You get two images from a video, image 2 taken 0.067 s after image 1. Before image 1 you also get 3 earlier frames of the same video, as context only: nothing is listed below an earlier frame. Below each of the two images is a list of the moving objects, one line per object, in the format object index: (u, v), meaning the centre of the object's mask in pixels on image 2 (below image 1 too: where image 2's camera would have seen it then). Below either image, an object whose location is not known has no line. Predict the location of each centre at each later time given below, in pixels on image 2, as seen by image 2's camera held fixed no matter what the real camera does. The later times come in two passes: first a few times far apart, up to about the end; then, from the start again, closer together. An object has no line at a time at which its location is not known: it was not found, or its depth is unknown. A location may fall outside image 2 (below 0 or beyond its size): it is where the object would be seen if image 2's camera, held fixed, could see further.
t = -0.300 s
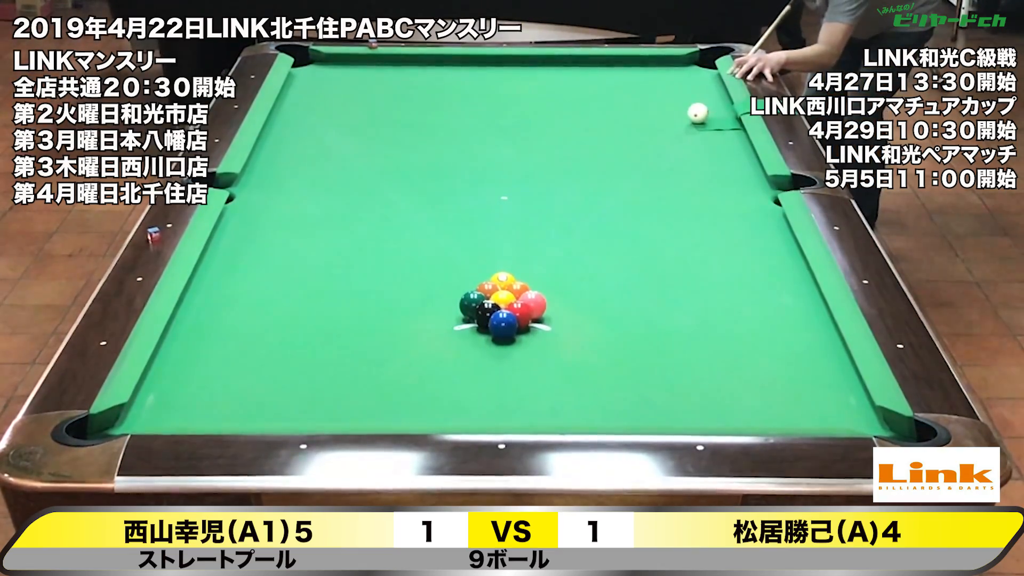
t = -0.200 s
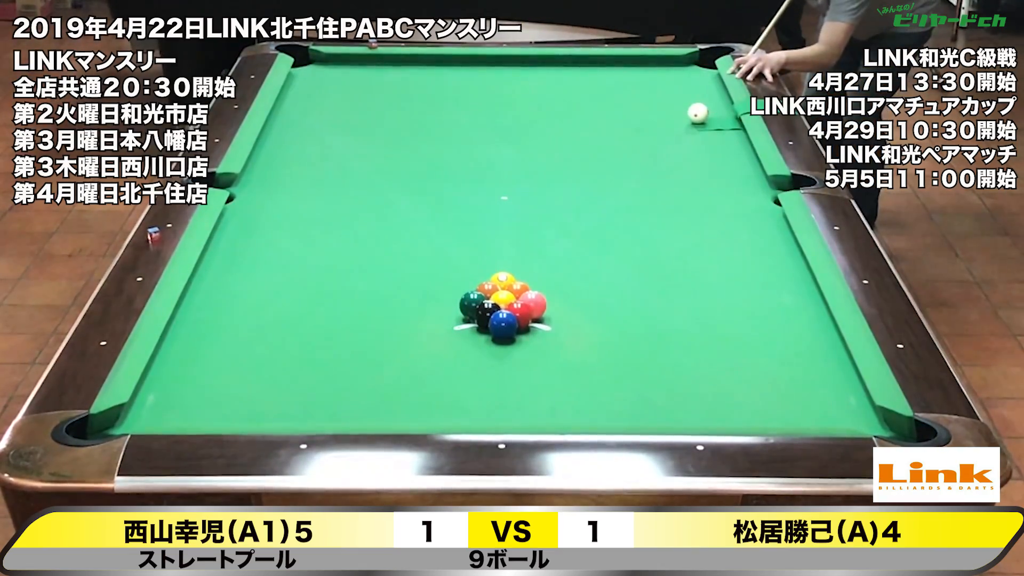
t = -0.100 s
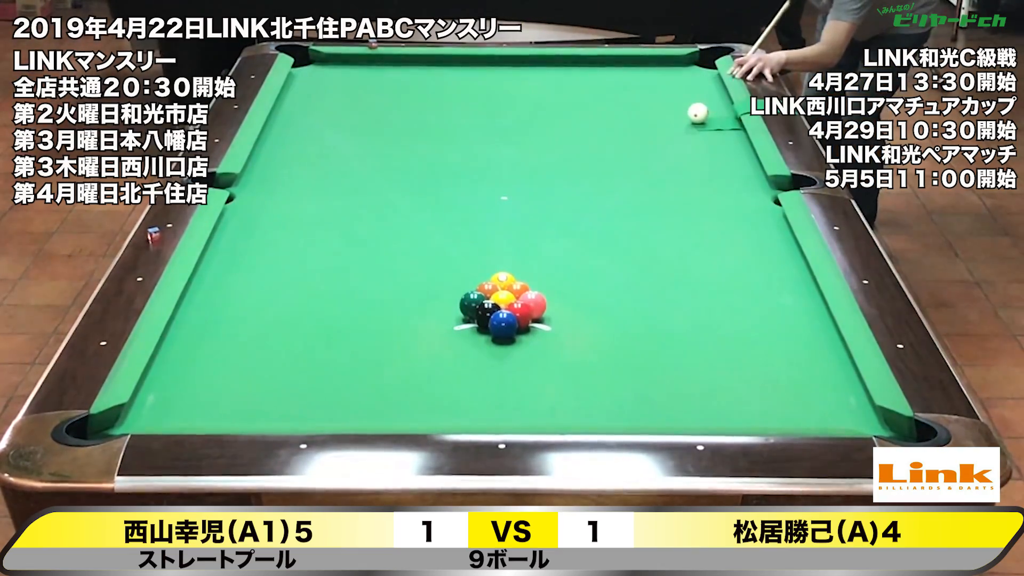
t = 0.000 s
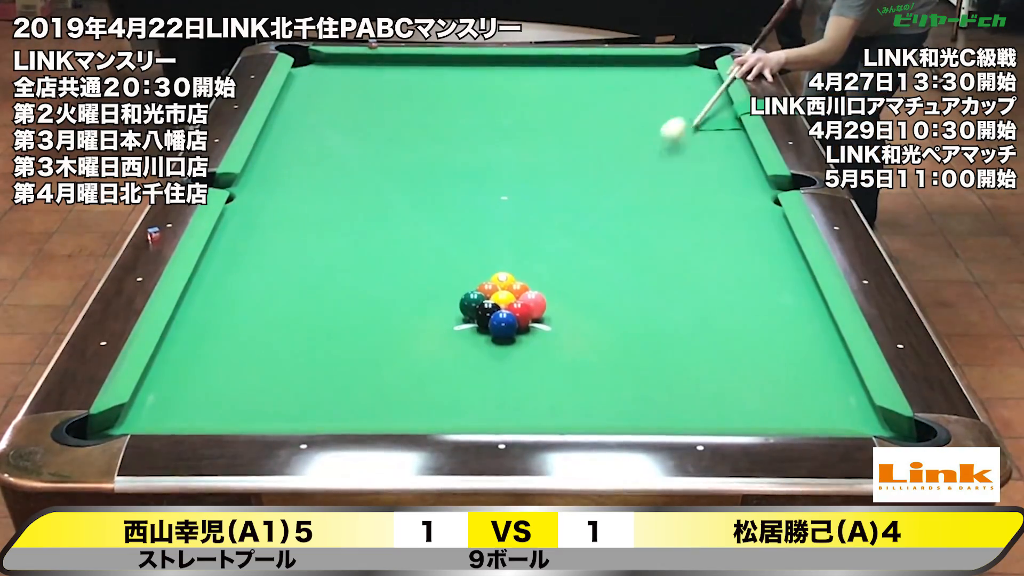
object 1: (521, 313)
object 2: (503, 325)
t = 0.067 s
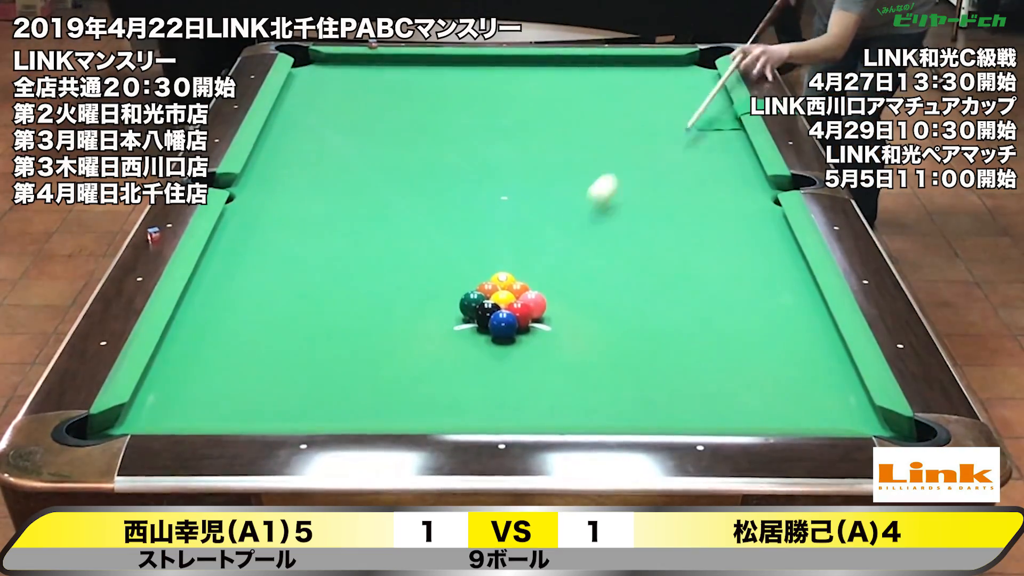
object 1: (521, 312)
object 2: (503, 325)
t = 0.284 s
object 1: (584, 353)
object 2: (567, 405)
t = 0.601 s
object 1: (715, 415)
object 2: (626, 344)
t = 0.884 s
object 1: (777, 379)
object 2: (661, 282)
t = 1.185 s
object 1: (829, 344)
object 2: (692, 228)
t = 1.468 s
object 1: (774, 315)
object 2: (717, 185)
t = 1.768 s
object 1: (722, 288)
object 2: (740, 147)
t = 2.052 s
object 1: (678, 266)
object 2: (715, 121)
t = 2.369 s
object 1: (635, 244)
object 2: (686, 96)
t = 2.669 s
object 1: (598, 226)
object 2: (662, 76)
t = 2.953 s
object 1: (567, 210)
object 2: (642, 61)
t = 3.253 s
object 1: (538, 195)
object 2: (619, 71)
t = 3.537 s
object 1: (513, 182)
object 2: (599, 82)
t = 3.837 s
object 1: (489, 171)
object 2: (576, 91)
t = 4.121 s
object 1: (468, 160)
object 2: (556, 101)
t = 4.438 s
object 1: (448, 150)
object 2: (533, 112)
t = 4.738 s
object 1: (430, 141)
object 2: (512, 122)
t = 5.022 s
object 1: (415, 134)
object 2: (492, 132)
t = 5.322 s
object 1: (401, 127)
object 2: (472, 141)
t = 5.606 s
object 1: (389, 121)
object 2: (454, 150)
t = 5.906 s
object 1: (378, 115)
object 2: (435, 159)
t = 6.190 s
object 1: (369, 111)
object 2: (418, 168)
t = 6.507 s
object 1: (360, 107)
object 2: (400, 176)
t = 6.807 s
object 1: (354, 103)
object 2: (384, 184)
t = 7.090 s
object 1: (348, 101)
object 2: (370, 191)
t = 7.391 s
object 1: (343, 98)
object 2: (356, 198)
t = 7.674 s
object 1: (340, 97)
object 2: (345, 204)
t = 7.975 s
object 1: (338, 96)
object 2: (334, 209)
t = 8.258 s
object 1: (338, 96)
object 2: (326, 214)
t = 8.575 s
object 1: (338, 96)
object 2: (317, 218)
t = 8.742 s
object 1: (338, 96)
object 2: (313, 219)
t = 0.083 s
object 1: (521, 312)
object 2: (503, 324)
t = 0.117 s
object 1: (521, 312)
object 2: (503, 325)
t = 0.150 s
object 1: (528, 317)
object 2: (509, 333)
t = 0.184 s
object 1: (542, 328)
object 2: (523, 351)
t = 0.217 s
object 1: (557, 337)
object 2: (537, 368)
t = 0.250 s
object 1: (571, 345)
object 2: (552, 388)
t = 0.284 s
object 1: (584, 353)
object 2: (567, 405)
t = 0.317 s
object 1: (598, 360)
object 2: (581, 415)
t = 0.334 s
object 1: (604, 364)
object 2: (585, 413)
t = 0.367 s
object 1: (618, 371)
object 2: (591, 407)
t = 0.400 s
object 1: (632, 380)
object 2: (596, 396)
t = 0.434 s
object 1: (646, 387)
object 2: (601, 388)
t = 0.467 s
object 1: (660, 395)
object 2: (607, 379)
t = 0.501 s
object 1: (675, 404)
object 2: (612, 370)
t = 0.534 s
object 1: (690, 410)
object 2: (617, 361)
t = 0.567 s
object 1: (705, 415)
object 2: (621, 352)
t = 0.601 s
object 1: (715, 415)
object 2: (626, 344)
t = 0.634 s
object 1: (723, 412)
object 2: (630, 336)
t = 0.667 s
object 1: (730, 409)
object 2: (635, 329)
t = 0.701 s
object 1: (737, 404)
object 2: (639, 321)
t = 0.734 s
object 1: (745, 400)
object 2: (644, 313)
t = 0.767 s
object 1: (752, 395)
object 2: (648, 306)
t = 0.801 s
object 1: (760, 391)
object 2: (652, 299)
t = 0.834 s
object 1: (766, 386)
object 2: (656, 292)
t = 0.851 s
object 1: (770, 384)
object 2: (658, 288)
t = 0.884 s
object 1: (777, 379)
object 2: (661, 282)
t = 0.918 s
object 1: (783, 376)
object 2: (665, 275)
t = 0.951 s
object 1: (790, 371)
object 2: (669, 269)
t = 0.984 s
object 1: (797, 367)
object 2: (672, 263)
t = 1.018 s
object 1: (803, 363)
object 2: (676, 257)
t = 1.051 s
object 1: (809, 359)
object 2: (679, 250)
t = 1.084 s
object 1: (815, 355)
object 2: (683, 245)
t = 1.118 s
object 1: (822, 351)
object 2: (686, 239)
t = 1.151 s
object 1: (828, 348)
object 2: (689, 233)
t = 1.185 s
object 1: (829, 344)
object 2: (692, 228)
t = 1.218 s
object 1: (822, 340)
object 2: (695, 222)
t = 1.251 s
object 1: (815, 337)
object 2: (699, 217)
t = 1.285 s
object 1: (809, 333)
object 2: (702, 212)
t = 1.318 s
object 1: (802, 330)
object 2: (705, 207)
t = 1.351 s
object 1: (796, 326)
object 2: (707, 202)
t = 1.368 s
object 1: (793, 325)
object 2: (709, 199)
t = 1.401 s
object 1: (786, 321)
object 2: (712, 194)
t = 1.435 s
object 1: (780, 319)
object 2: (714, 190)
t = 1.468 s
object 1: (774, 315)
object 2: (717, 185)
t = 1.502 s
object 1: (768, 312)
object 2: (720, 181)
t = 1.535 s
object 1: (762, 309)
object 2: (722, 176)
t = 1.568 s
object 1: (756, 306)
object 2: (725, 172)
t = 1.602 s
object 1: (750, 303)
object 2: (728, 168)
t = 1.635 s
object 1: (744, 300)
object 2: (730, 164)
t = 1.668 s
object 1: (738, 297)
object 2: (732, 159)
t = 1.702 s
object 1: (733, 294)
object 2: (735, 155)
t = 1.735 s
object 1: (727, 291)
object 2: (737, 151)
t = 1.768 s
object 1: (722, 288)
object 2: (740, 147)
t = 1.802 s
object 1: (716, 285)
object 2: (740, 144)
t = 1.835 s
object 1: (711, 283)
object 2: (736, 140)
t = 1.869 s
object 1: (706, 280)
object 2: (733, 137)
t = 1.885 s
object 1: (703, 279)
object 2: (731, 136)
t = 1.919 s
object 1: (698, 276)
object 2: (728, 133)
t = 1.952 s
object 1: (693, 274)
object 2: (724, 130)
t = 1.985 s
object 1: (688, 271)
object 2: (721, 127)
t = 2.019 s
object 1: (683, 269)
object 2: (717, 124)
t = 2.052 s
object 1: (678, 266)
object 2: (715, 121)
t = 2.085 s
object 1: (673, 264)
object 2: (711, 119)
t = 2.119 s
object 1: (669, 261)
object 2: (708, 116)
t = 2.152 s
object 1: (664, 258)
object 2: (705, 113)
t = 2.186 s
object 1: (659, 256)
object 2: (702, 110)
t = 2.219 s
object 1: (655, 254)
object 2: (699, 108)
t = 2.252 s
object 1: (650, 252)
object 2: (696, 105)
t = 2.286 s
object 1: (646, 250)
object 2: (693, 103)
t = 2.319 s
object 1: (641, 248)
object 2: (690, 100)
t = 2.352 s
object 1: (637, 245)
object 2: (687, 98)
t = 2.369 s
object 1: (635, 244)
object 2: (686, 96)
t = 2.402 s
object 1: (631, 242)
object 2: (683, 94)
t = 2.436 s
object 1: (627, 240)
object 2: (680, 92)
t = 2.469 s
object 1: (622, 238)
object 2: (677, 90)
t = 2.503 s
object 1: (618, 236)
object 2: (675, 87)
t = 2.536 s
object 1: (614, 234)
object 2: (672, 85)
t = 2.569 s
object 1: (610, 232)
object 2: (669, 83)
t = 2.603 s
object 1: (606, 230)
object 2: (666, 81)
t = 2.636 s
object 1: (602, 228)
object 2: (664, 78)
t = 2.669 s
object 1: (598, 226)
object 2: (662, 76)
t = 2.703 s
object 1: (595, 224)
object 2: (659, 73)
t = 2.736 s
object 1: (591, 222)
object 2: (657, 71)
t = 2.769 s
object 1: (587, 220)
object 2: (654, 69)
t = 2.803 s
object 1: (583, 218)
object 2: (652, 67)
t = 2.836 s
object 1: (580, 216)
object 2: (650, 65)
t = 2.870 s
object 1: (576, 214)
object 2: (648, 64)
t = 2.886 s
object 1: (574, 214)
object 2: (646, 63)
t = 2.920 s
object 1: (571, 212)
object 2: (644, 61)
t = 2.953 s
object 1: (567, 210)
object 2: (642, 61)
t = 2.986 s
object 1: (564, 208)
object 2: (639, 62)
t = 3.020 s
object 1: (560, 206)
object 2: (636, 63)
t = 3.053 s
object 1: (557, 205)
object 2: (634, 64)
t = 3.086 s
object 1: (554, 203)
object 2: (632, 65)
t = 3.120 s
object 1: (551, 201)
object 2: (629, 66)
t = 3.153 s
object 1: (547, 200)
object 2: (627, 67)
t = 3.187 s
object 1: (544, 199)
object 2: (625, 68)
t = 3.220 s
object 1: (541, 197)
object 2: (622, 69)
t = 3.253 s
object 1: (538, 195)
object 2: (619, 71)
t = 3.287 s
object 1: (535, 194)
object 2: (617, 72)
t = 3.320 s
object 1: (532, 192)
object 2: (614, 73)
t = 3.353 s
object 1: (529, 191)
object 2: (612, 74)
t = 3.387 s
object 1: (526, 189)
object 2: (610, 76)
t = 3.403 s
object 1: (525, 189)
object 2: (608, 76)
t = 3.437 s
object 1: (522, 187)
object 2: (606, 77)
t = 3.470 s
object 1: (519, 186)
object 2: (604, 79)
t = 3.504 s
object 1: (516, 184)
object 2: (601, 80)
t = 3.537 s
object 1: (513, 182)
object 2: (599, 82)
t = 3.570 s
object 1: (510, 182)
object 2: (596, 83)
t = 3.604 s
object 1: (507, 180)
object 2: (594, 84)
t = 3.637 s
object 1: (504, 179)
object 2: (591, 85)
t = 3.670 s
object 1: (502, 177)
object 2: (589, 86)
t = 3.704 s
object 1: (499, 176)
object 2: (586, 87)
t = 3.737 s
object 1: (497, 175)
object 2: (584, 88)
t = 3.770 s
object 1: (494, 173)
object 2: (581, 89)
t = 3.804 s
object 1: (492, 172)
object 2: (579, 90)
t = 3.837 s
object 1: (489, 171)
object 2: (576, 91)
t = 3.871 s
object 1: (486, 169)
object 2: (574, 93)
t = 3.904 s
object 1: (484, 168)
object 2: (572, 94)
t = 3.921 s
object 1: (482, 168)
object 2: (570, 94)
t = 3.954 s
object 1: (480, 166)
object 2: (568, 96)
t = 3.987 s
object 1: (478, 165)
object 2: (565, 96)
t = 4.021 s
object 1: (475, 164)
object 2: (563, 98)
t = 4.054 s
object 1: (473, 163)
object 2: (560, 99)
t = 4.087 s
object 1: (471, 162)
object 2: (558, 100)
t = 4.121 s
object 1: (468, 160)
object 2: (556, 101)
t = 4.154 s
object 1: (466, 160)
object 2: (553, 102)
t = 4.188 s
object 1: (464, 158)
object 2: (551, 103)
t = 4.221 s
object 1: (461, 157)
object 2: (549, 104)
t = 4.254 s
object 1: (459, 156)
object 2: (546, 106)
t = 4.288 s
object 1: (457, 155)
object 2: (544, 107)
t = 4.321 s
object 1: (455, 154)
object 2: (541, 108)
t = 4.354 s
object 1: (453, 153)
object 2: (539, 109)
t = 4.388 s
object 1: (451, 152)
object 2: (537, 110)
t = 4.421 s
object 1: (448, 150)
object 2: (534, 111)
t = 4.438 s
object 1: (448, 150)
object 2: (533, 112)
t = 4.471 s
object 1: (445, 149)
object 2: (530, 113)
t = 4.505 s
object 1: (444, 148)
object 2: (528, 114)
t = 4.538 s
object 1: (441, 147)
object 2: (526, 115)
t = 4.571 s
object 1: (439, 146)
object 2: (524, 116)
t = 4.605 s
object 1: (438, 145)
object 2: (521, 118)
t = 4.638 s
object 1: (436, 144)
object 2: (519, 119)
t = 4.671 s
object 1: (434, 143)
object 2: (517, 120)
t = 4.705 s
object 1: (432, 142)
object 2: (514, 121)
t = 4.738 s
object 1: (430, 141)
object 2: (512, 122)
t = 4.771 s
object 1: (428, 140)
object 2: (510, 123)
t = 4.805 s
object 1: (426, 140)
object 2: (508, 124)
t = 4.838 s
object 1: (424, 139)
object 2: (505, 125)
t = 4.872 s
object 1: (423, 138)
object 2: (503, 127)
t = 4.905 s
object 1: (421, 137)
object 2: (500, 127)
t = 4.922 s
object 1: (420, 136)
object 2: (499, 128)
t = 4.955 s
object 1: (419, 136)
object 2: (497, 130)
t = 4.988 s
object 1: (417, 135)
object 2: (495, 131)
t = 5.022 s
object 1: (415, 134)
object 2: (492, 132)
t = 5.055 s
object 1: (414, 133)
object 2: (490, 133)
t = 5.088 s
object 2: (488, 134)
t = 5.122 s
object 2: (486, 135)
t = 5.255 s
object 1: (404, 128)
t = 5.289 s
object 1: (403, 127)
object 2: (471, 138)
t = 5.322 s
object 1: (401, 127)
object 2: (472, 141)
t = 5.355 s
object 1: (400, 126)
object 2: (470, 142)
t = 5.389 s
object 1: (398, 125)
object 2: (468, 143)
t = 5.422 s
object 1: (397, 124)
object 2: (466, 144)
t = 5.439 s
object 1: (396, 124)
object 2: (464, 145)
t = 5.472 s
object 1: (394, 124)
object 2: (462, 146)
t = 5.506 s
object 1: (393, 123)
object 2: (460, 147)
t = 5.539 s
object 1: (392, 122)
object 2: (458, 148)
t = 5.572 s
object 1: (390, 122)
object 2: (456, 149)
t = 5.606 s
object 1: (389, 121)
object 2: (454, 150)
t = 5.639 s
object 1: (388, 120)
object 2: (452, 151)
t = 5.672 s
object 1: (387, 119)
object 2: (450, 152)
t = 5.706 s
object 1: (385, 119)
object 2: (447, 153)
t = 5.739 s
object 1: (384, 118)
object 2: (445, 154)
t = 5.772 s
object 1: (383, 117)
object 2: (443, 155)
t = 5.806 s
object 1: (382, 117)
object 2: (441, 156)
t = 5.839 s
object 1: (380, 116)
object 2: (439, 157)
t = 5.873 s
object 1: (379, 116)
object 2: (437, 158)
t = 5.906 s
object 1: (378, 115)
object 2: (435, 159)
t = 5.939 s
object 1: (377, 115)
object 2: (433, 160)
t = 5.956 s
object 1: (376, 114)
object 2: (432, 161)
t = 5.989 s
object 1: (375, 114)
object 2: (430, 162)
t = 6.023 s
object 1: (374, 113)
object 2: (428, 163)
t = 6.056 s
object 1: (373, 113)
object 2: (426, 164)
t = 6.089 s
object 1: (372, 113)
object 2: (424, 165)
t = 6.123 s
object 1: (371, 112)
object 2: (422, 166)
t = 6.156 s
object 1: (370, 111)
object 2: (420, 167)
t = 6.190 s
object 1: (369, 111)
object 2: (418, 168)
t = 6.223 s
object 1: (368, 110)
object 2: (416, 169)
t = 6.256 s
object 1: (367, 110)
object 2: (414, 170)
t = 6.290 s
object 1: (366, 109)
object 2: (412, 171)
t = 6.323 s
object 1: (365, 109)
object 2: (410, 172)
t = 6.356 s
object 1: (364, 109)
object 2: (408, 173)
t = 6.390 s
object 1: (363, 108)
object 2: (406, 173)
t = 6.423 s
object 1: (362, 108)
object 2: (405, 174)
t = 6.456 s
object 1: (361, 107)
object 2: (403, 175)
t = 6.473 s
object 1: (361, 107)
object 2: (402, 175)
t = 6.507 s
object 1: (360, 107)
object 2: (400, 176)
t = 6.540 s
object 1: (359, 106)
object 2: (398, 177)
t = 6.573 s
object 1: (359, 106)
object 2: (396, 178)
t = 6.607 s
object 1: (358, 105)
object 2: (395, 179)
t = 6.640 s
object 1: (357, 105)
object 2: (393, 180)
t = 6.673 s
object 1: (356, 105)
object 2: (391, 181)
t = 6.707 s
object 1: (356, 104)
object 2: (389, 182)
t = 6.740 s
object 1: (355, 104)
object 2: (387, 182)
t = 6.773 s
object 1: (354, 103)
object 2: (386, 183)
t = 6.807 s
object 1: (354, 103)
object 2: (384, 184)
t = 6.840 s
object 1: (353, 103)
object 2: (382, 185)
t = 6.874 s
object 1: (352, 102)
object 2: (380, 186)
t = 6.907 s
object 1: (352, 102)
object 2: (379, 187)
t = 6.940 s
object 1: (351, 102)
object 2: (377, 187)
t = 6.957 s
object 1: (351, 102)
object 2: (376, 188)
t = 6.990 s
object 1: (350, 101)
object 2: (375, 188)
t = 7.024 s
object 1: (349, 101)
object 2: (373, 190)
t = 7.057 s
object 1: (349, 101)
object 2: (372, 190)
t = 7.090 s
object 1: (348, 101)
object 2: (370, 191)
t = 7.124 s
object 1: (347, 100)
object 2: (368, 192)
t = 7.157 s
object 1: (347, 100)
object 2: (367, 193)
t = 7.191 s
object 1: (346, 100)
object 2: (365, 193)
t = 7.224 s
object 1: (346, 100)
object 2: (364, 194)
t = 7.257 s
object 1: (345, 99)
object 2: (362, 195)
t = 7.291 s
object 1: (345, 99)
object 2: (361, 195)
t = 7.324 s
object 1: (344, 99)
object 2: (359, 196)
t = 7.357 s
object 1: (344, 99)
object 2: (358, 197)
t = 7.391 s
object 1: (343, 98)
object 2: (356, 198)
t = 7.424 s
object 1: (343, 98)
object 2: (355, 199)
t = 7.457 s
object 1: (342, 98)
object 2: (354, 199)
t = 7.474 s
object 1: (342, 98)
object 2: (353, 200)
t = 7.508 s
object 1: (342, 98)
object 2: (352, 200)
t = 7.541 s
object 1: (342, 98)
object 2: (350, 201)
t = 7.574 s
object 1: (341, 98)
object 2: (349, 202)
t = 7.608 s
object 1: (341, 97)
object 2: (348, 203)
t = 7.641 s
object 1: (341, 97)
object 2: (346, 203)
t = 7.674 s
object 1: (340, 97)
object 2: (345, 204)
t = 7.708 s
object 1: (340, 97)
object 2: (344, 205)
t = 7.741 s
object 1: (340, 97)
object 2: (342, 205)
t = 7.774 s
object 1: (340, 97)
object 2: (341, 206)
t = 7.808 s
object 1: (340, 97)
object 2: (340, 206)
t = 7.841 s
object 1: (339, 97)
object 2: (339, 207)
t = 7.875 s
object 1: (339, 97)
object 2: (338, 208)
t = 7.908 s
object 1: (339, 97)
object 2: (337, 208)
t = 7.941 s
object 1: (339, 96)
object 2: (336, 209)
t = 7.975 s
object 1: (338, 96)
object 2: (334, 209)
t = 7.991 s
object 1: (338, 96)
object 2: (334, 210)
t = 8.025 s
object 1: (338, 96)
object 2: (332, 211)
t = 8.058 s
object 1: (338, 96)
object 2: (331, 211)
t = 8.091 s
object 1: (338, 96)
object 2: (331, 211)
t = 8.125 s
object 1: (338, 96)
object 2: (330, 212)
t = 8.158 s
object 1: (338, 96)
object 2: (329, 212)
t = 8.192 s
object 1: (338, 96)
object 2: (327, 213)
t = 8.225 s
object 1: (338, 96)
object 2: (327, 214)
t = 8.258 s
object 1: (338, 96)
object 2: (326, 214)
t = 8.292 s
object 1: (338, 96)
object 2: (324, 215)
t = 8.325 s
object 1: (338, 96)
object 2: (324, 215)
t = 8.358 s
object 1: (338, 96)
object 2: (323, 215)
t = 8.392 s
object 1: (338, 96)
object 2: (322, 216)
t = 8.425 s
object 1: (338, 96)
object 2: (321, 216)
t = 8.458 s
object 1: (338, 96)
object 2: (320, 217)
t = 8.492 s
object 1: (338, 96)
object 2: (319, 217)
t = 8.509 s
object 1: (338, 96)
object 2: (319, 217)
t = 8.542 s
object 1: (338, 96)
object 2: (318, 218)
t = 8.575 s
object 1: (338, 96)
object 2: (317, 218)
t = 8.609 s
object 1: (338, 96)
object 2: (316, 218)
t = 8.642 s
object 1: (338, 96)
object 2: (316, 218)
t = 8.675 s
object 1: (338, 96)
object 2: (315, 219)
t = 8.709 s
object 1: (338, 96)
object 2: (314, 219)
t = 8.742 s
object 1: (338, 96)
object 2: (313, 219)
